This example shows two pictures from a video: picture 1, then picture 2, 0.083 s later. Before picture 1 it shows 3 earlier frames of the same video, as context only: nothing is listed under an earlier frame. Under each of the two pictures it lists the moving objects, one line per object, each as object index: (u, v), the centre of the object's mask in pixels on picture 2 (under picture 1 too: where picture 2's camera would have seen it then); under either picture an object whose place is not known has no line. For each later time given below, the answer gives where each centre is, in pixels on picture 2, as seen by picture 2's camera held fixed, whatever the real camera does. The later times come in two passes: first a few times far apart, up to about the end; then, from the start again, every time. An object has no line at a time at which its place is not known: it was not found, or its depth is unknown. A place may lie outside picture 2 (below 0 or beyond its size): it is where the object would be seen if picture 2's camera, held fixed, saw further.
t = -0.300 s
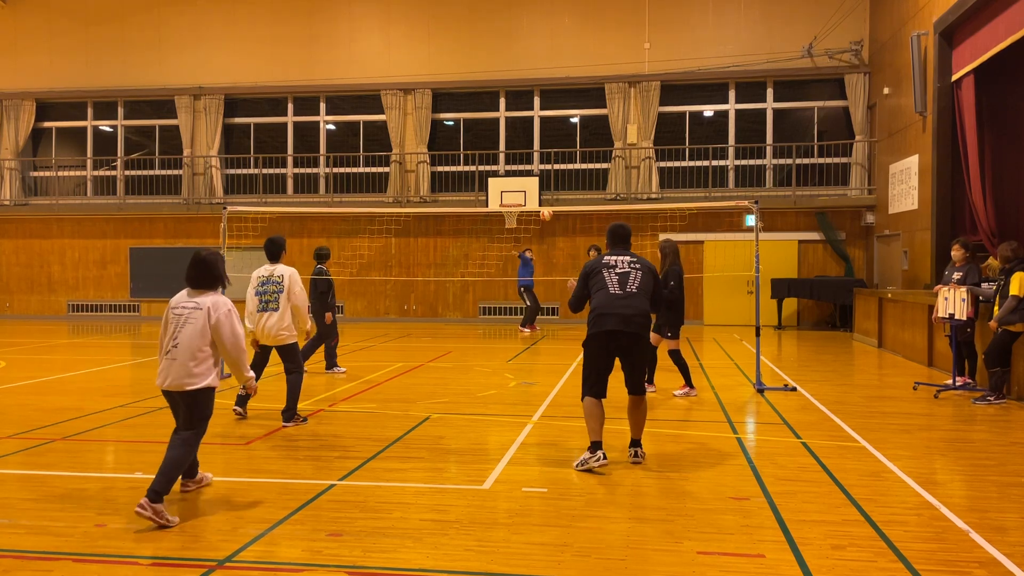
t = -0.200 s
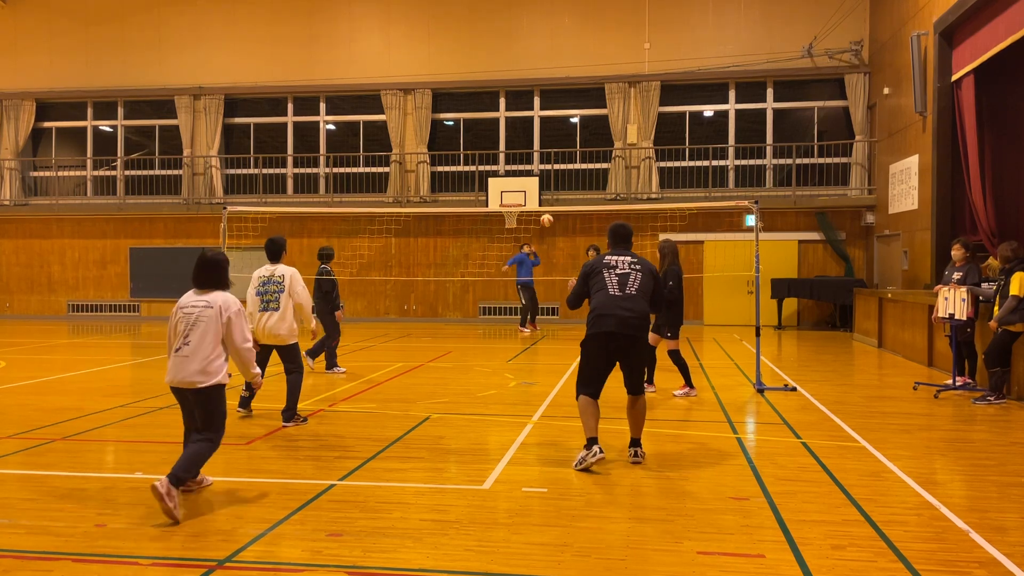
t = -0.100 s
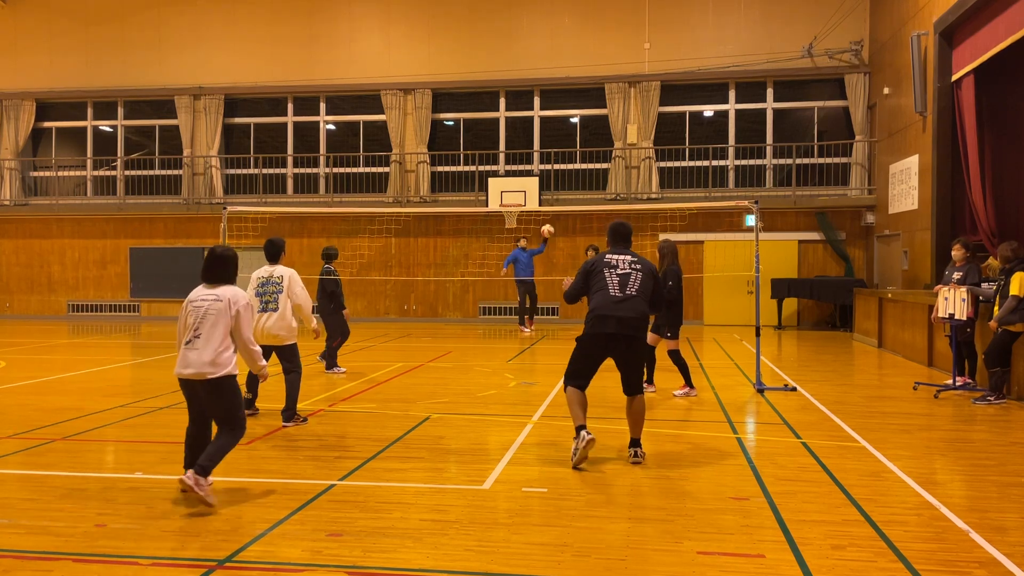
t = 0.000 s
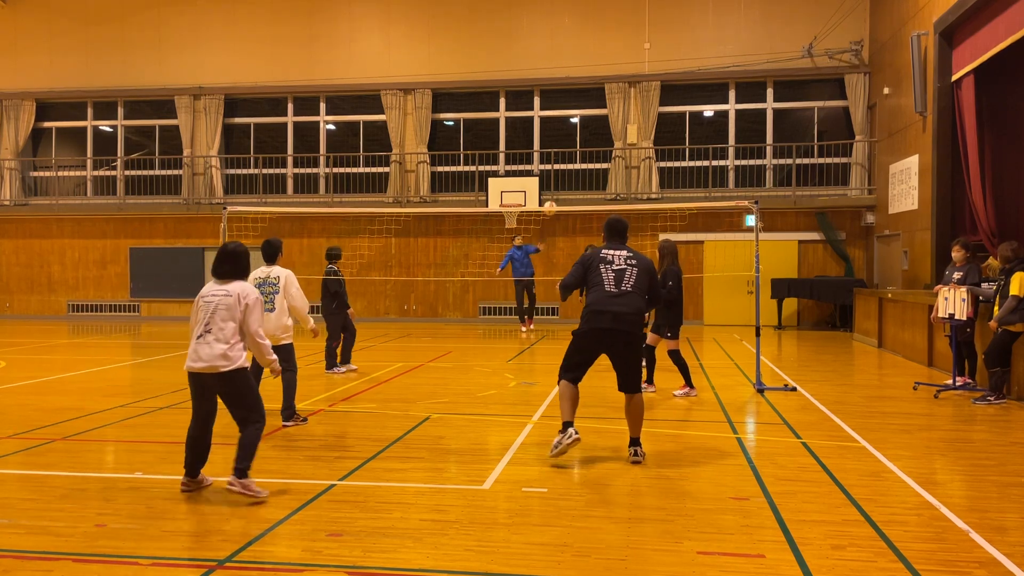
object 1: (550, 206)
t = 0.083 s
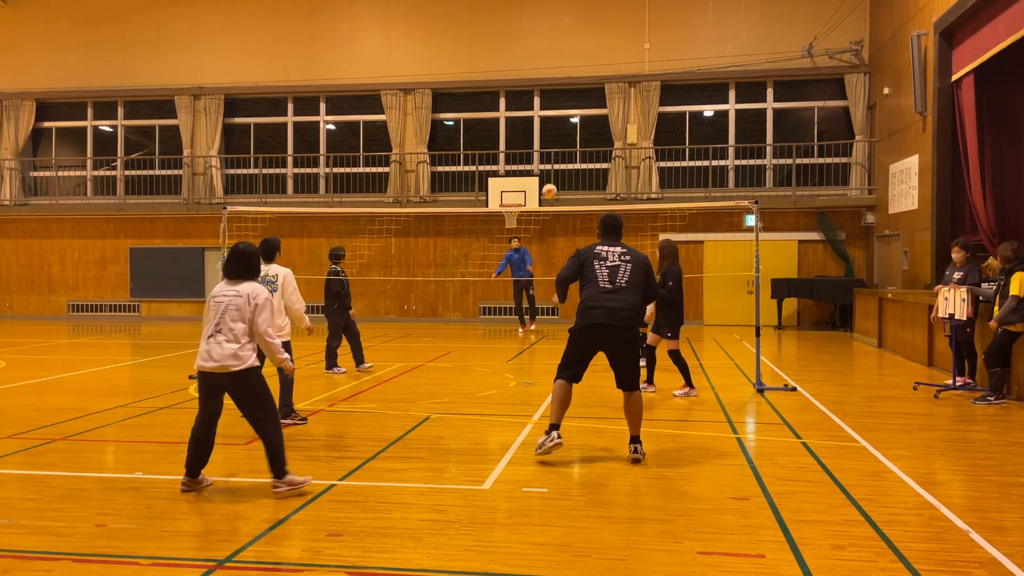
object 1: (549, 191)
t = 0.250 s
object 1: (545, 161)
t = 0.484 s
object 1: (526, 136)
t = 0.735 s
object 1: (491, 153)
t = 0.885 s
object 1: (461, 196)
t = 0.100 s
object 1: (549, 188)
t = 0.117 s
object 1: (549, 184)
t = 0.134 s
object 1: (549, 181)
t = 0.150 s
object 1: (548, 179)
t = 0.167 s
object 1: (548, 176)
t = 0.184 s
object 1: (547, 173)
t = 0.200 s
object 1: (547, 169)
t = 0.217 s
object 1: (546, 166)
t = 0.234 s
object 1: (545, 164)
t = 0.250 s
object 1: (545, 161)
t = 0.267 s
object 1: (544, 158)
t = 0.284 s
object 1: (542, 156)
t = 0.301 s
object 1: (541, 153)
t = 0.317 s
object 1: (540, 151)
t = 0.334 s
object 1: (539, 149)
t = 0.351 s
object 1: (538, 147)
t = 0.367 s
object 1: (536, 145)
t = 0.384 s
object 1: (535, 143)
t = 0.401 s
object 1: (534, 141)
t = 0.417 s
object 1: (532, 140)
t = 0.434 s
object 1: (531, 139)
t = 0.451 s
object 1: (529, 138)
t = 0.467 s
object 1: (528, 137)
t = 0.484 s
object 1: (526, 136)
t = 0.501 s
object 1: (524, 136)
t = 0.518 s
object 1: (522, 135)
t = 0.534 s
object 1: (520, 135)
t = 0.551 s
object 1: (518, 135)
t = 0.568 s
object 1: (516, 135)
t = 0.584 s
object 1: (514, 136)
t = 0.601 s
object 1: (512, 137)
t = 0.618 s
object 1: (509, 138)
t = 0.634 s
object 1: (507, 139)
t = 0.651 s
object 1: (504, 140)
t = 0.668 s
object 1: (502, 142)
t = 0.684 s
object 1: (499, 144)
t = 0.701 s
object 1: (497, 147)
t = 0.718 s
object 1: (494, 150)
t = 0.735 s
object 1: (491, 153)
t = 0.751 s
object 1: (488, 156)
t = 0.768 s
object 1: (485, 160)
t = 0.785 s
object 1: (482, 164)
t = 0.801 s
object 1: (478, 168)
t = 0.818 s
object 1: (475, 173)
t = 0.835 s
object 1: (472, 178)
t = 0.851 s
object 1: (468, 183)
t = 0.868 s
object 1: (465, 190)
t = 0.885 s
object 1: (461, 196)
